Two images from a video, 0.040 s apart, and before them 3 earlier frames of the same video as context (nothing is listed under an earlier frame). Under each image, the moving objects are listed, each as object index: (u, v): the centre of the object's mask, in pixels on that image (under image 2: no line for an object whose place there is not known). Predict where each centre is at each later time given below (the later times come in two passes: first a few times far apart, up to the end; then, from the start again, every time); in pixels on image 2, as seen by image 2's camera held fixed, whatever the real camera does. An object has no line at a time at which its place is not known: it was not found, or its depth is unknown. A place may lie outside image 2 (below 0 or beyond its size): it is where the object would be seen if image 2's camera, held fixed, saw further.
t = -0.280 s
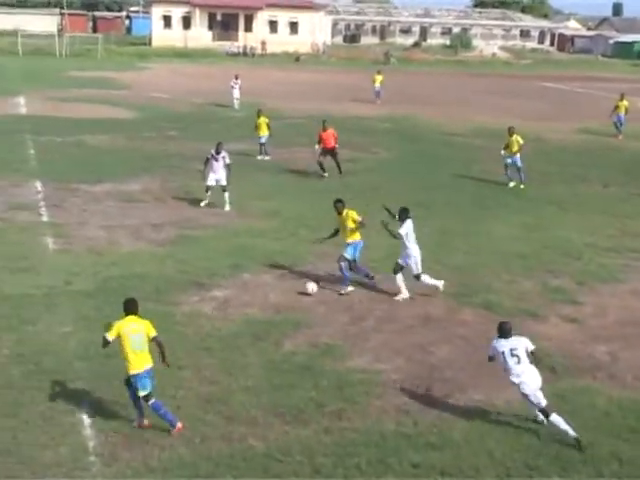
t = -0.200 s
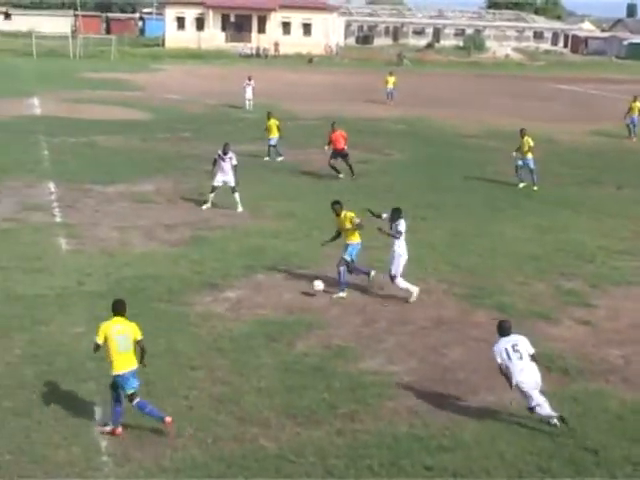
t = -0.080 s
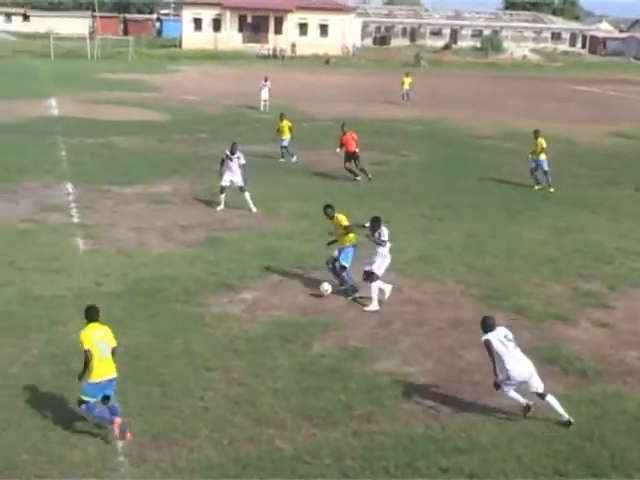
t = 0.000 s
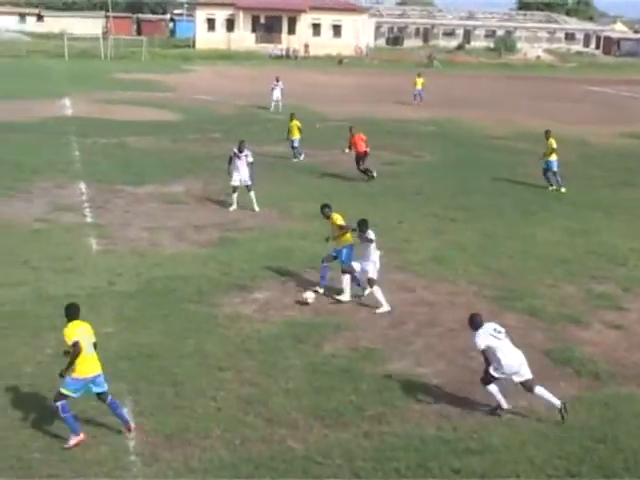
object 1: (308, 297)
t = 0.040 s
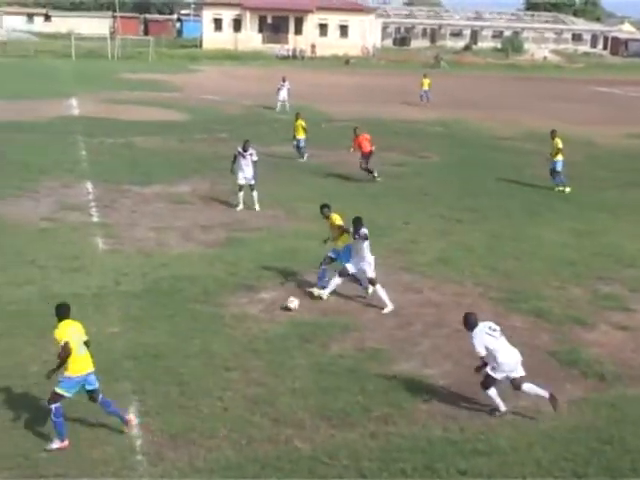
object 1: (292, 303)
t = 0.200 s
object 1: (207, 322)
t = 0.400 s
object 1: (107, 339)
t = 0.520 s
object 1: (40, 362)
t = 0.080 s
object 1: (271, 309)
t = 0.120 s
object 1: (251, 312)
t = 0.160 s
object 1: (229, 317)
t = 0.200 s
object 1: (207, 322)
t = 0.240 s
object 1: (188, 324)
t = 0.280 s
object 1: (169, 326)
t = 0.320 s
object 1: (149, 330)
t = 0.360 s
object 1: (128, 334)
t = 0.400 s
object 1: (107, 339)
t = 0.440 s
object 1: (86, 345)
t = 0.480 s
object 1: (62, 353)
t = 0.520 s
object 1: (40, 362)
